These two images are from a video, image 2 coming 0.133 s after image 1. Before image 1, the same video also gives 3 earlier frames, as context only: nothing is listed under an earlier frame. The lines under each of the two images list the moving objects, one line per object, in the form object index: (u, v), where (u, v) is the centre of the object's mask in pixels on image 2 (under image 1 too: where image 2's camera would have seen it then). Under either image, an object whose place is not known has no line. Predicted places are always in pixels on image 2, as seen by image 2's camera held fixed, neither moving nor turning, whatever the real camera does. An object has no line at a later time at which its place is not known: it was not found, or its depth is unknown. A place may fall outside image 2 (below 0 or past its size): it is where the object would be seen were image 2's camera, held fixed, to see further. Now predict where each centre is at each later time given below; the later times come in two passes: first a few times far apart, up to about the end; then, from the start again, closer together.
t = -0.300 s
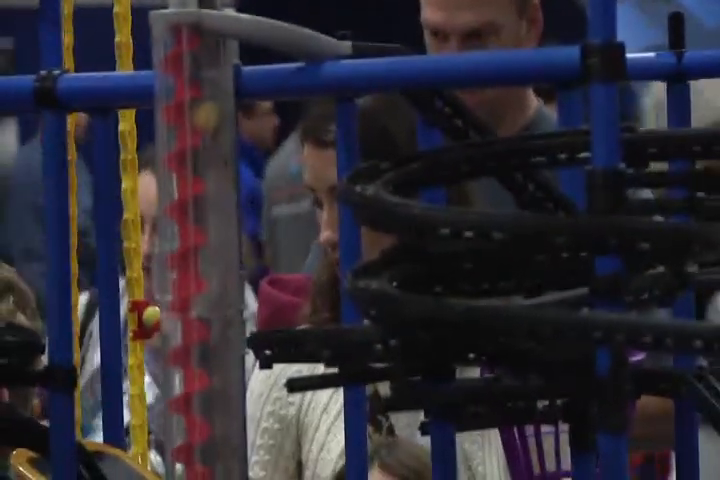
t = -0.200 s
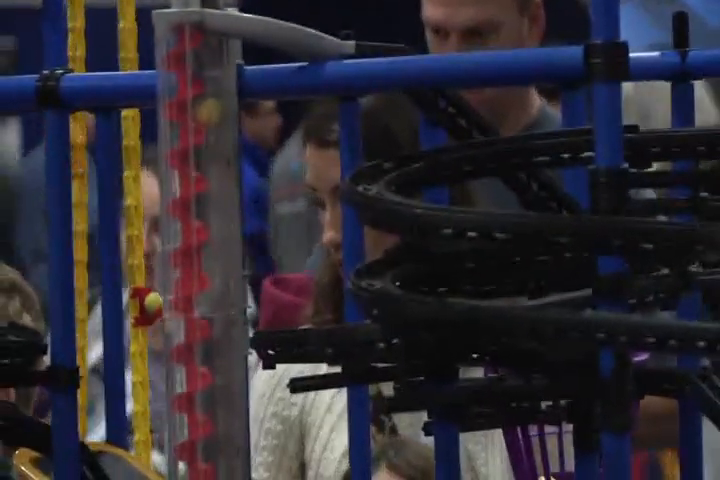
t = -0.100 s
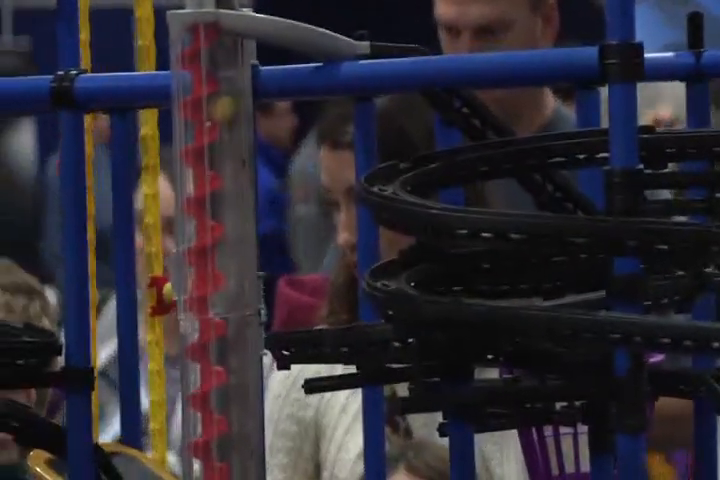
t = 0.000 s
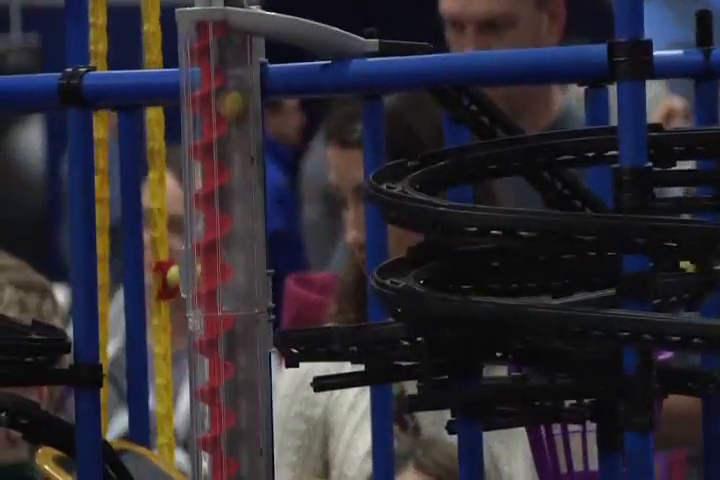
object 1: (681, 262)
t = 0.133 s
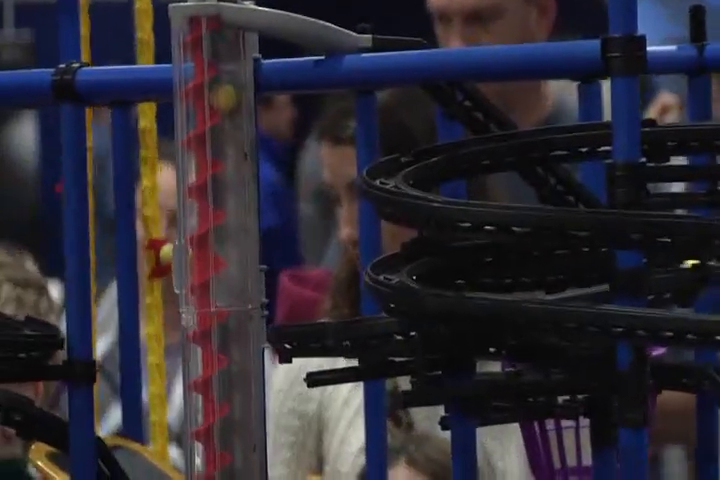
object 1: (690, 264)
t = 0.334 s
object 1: (603, 282)
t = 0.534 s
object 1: (514, 294)
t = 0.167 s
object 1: (681, 265)
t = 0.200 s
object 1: (669, 266)
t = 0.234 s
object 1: (655, 269)
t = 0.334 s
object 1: (603, 282)
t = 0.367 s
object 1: (594, 284)
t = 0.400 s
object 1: (579, 287)
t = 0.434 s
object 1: (561, 290)
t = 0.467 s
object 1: (545, 293)
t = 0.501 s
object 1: (530, 294)
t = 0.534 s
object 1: (514, 294)
